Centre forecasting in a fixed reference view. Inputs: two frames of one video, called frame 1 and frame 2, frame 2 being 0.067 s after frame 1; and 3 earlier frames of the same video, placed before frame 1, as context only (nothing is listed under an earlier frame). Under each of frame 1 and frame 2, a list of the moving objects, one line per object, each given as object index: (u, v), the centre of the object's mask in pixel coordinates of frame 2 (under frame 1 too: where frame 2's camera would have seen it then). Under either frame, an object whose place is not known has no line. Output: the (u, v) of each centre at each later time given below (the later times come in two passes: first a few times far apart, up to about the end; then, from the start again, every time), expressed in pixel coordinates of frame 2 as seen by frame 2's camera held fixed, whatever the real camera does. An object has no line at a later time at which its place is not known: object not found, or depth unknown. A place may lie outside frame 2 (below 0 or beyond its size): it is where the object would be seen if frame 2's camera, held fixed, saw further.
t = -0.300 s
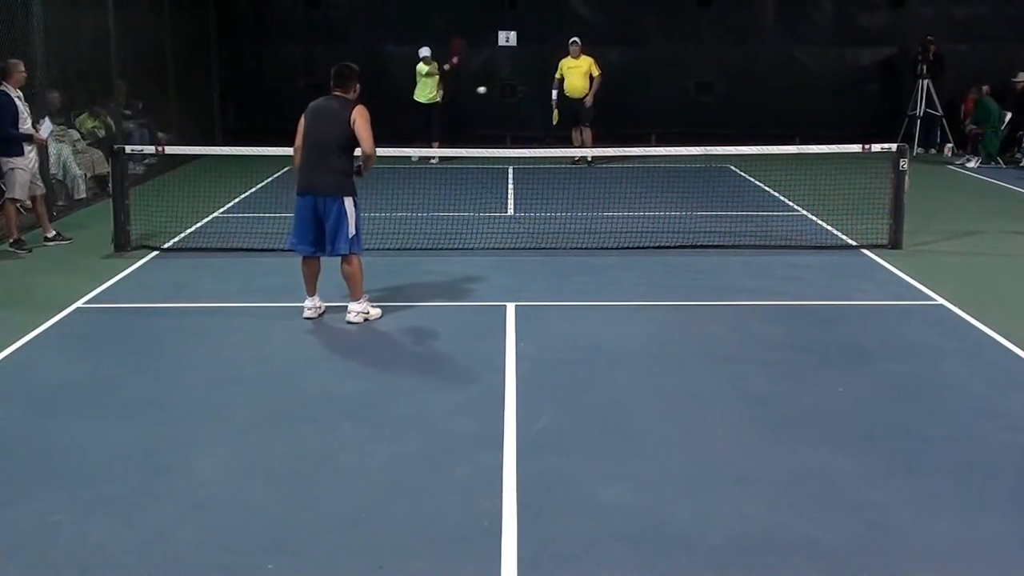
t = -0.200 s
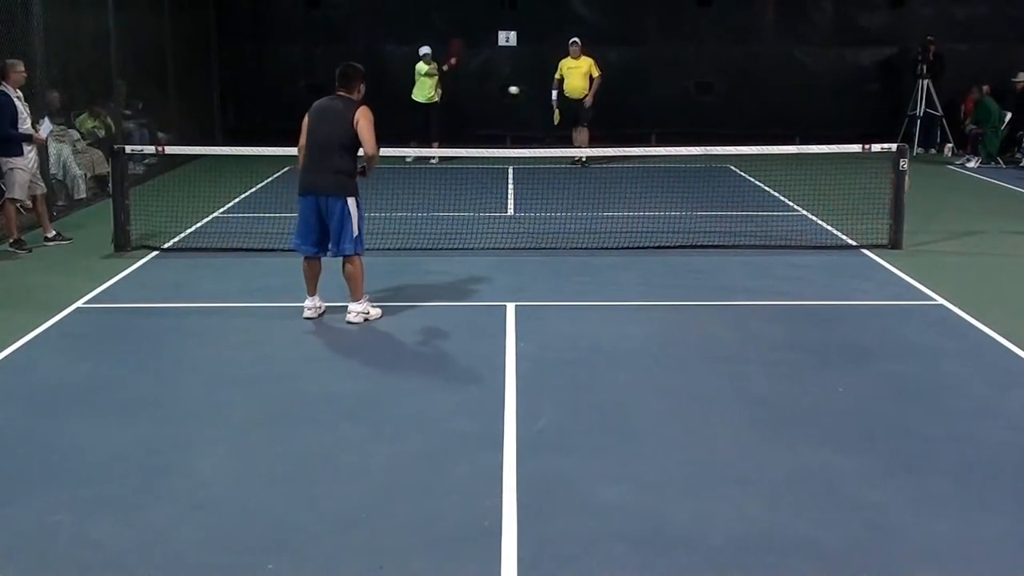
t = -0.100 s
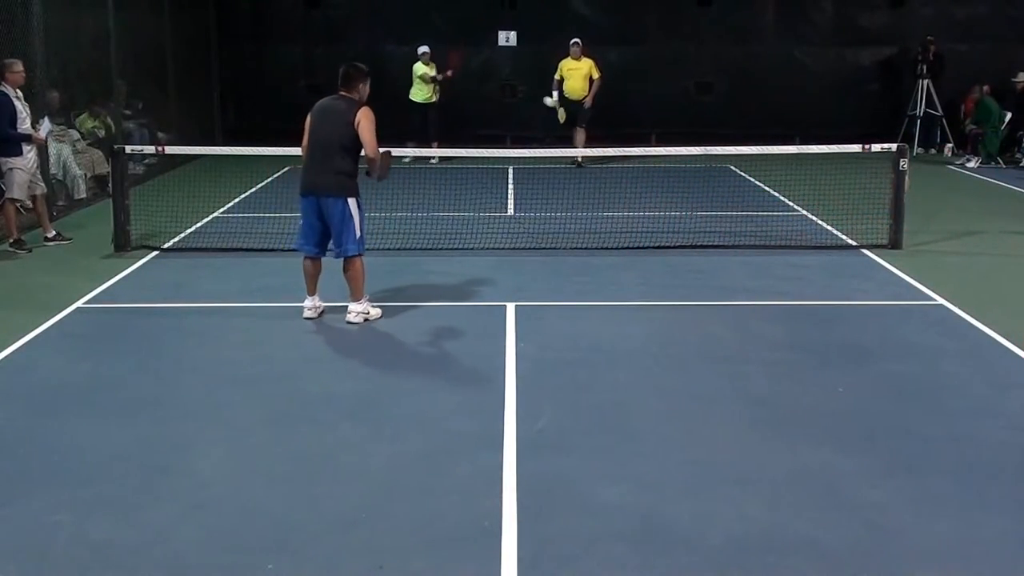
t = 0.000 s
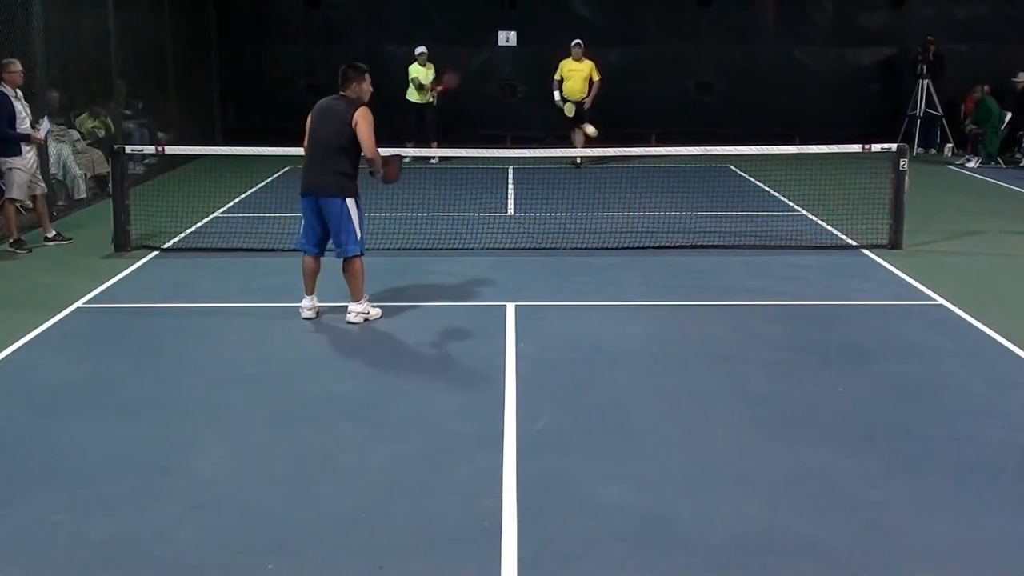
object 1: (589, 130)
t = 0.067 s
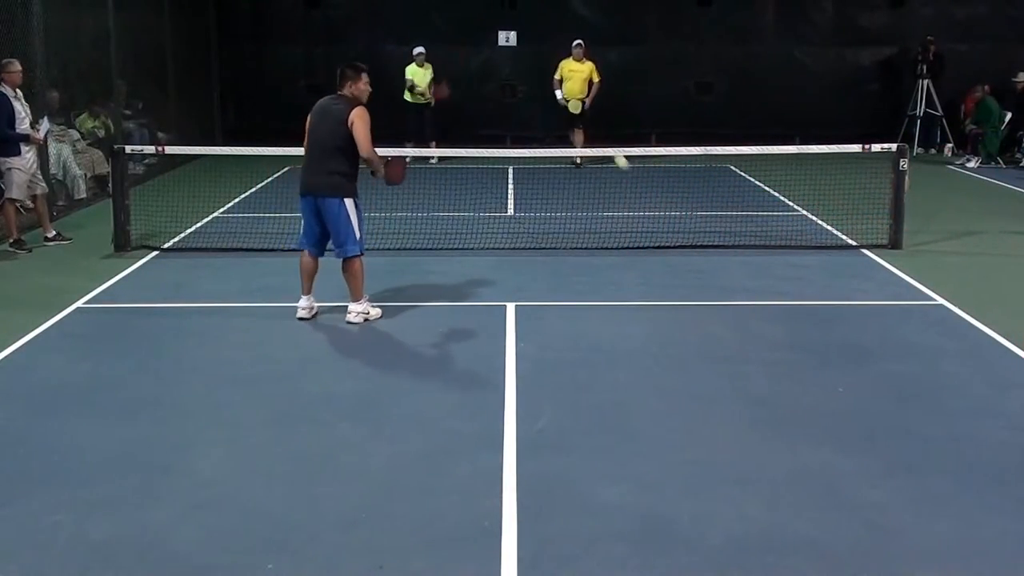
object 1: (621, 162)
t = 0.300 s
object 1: (760, 386)
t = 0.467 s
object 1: (853, 400)
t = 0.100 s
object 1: (637, 181)
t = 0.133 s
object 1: (655, 204)
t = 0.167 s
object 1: (674, 231)
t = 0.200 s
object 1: (693, 262)
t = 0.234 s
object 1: (714, 298)
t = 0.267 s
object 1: (736, 339)
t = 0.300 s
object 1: (760, 386)
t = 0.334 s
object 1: (781, 410)
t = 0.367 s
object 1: (797, 404)
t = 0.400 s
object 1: (815, 400)
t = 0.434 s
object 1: (833, 399)
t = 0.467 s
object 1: (853, 400)
